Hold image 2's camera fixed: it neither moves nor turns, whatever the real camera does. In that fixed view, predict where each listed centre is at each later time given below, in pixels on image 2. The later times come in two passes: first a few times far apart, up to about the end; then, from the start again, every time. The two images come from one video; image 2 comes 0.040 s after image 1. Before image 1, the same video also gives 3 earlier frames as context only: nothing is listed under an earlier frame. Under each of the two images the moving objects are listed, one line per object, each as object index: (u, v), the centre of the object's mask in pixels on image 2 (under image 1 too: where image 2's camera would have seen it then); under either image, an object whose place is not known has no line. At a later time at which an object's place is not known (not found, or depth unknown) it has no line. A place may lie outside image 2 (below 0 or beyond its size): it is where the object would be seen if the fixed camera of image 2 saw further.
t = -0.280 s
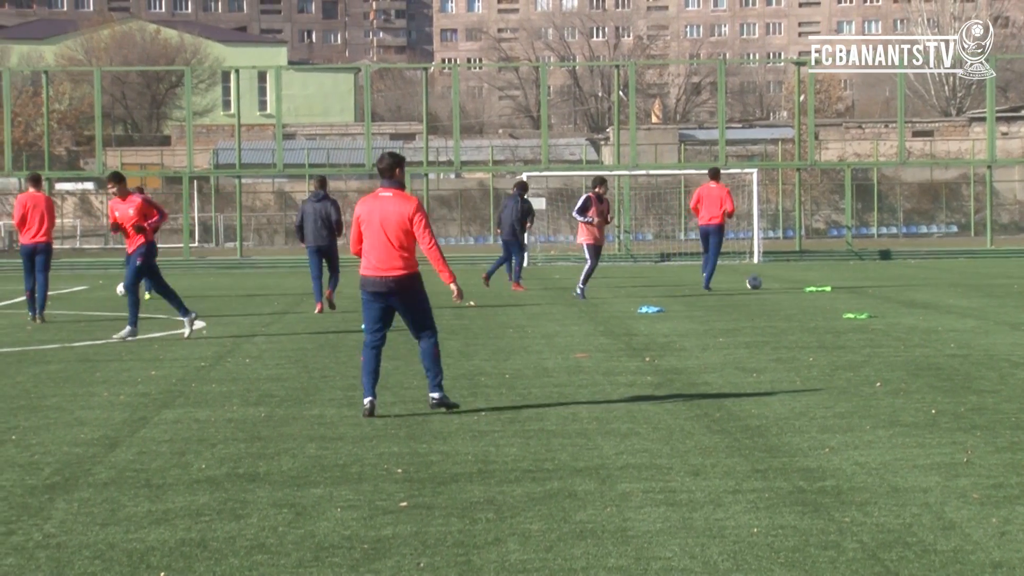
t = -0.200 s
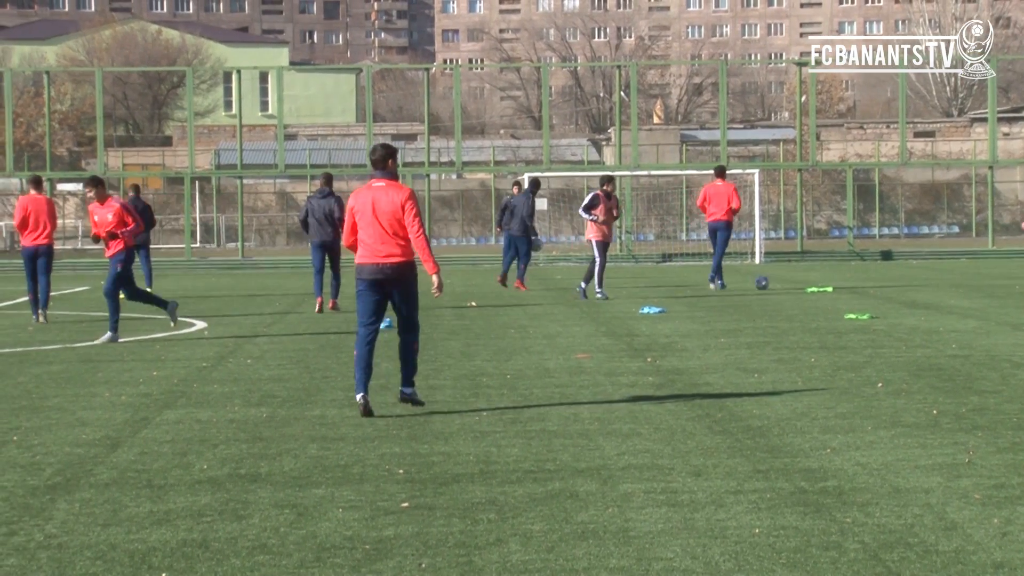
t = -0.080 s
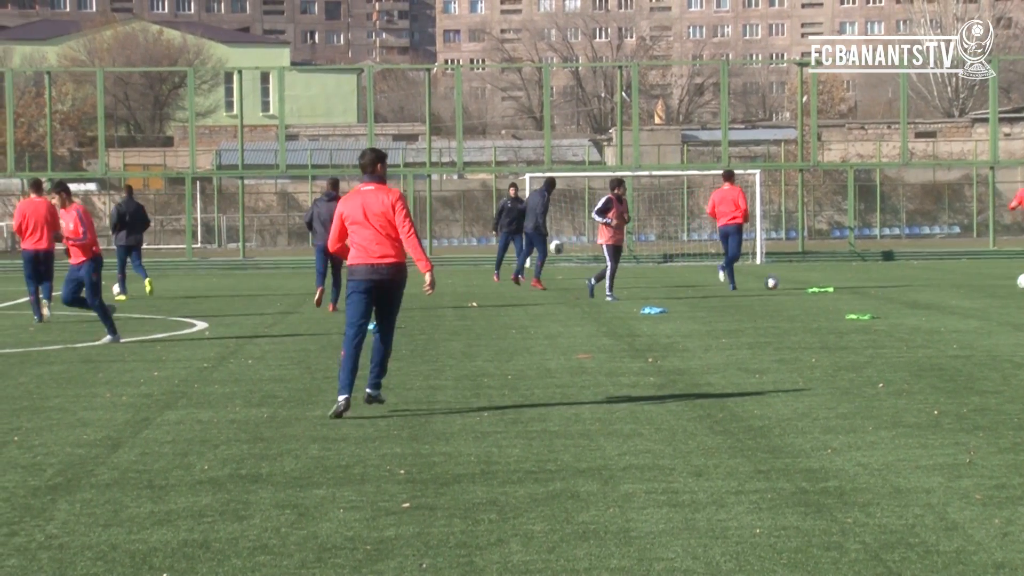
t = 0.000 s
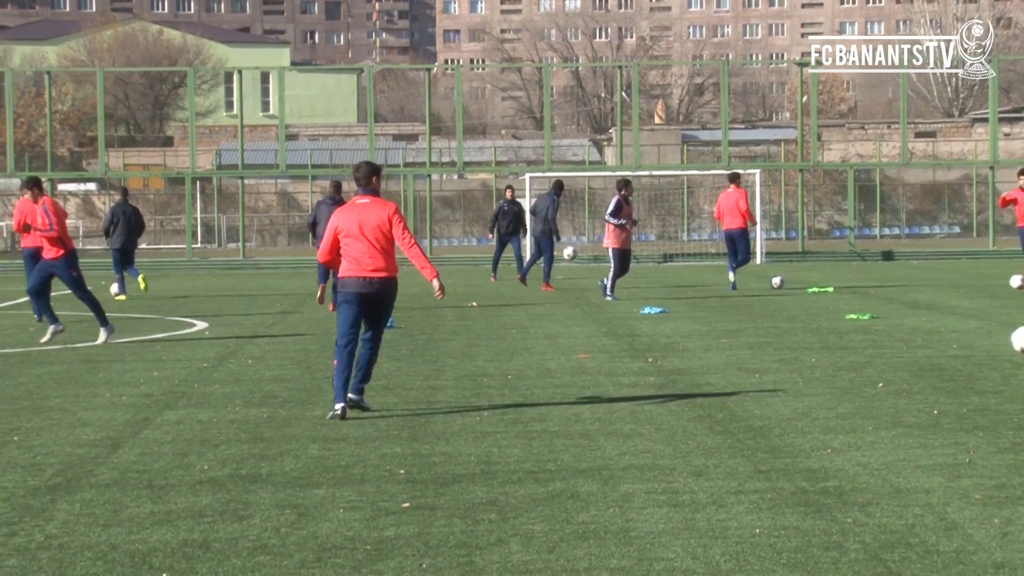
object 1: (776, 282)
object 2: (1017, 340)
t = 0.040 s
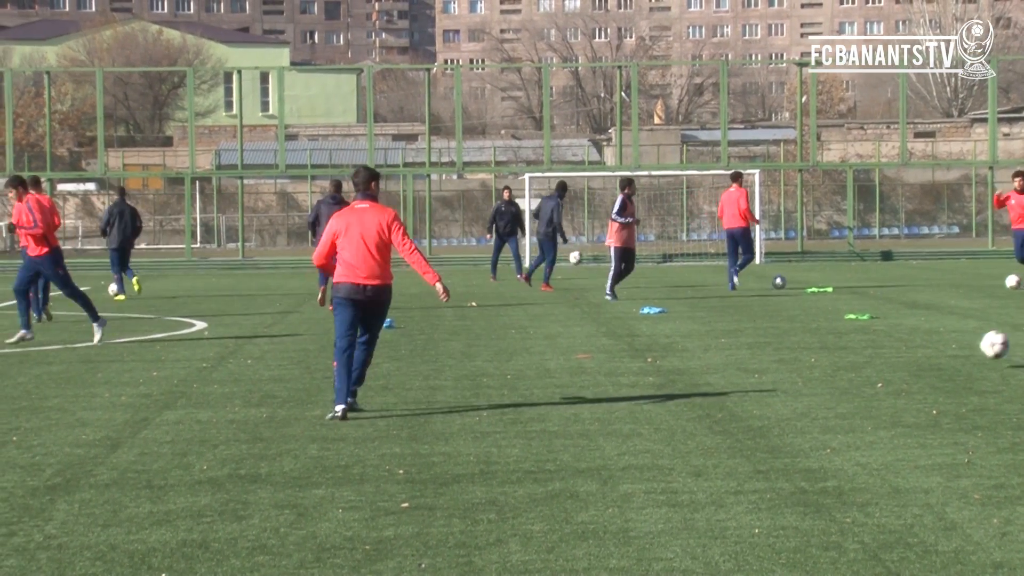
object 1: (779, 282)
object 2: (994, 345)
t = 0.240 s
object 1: (792, 281)
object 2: (844, 354)
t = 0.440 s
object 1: (804, 281)
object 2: (694, 368)
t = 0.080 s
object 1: (781, 282)
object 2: (964, 352)
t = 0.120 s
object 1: (784, 281)
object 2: (934, 358)
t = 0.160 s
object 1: (787, 282)
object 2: (904, 355)
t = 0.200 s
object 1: (789, 281)
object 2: (874, 353)
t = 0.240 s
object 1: (792, 281)
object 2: (844, 354)
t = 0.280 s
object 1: (794, 281)
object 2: (814, 357)
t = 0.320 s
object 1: (797, 281)
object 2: (784, 362)
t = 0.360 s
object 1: (799, 280)
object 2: (754, 369)
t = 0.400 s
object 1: (802, 280)
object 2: (724, 367)
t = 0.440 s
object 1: (804, 281)
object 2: (694, 368)
